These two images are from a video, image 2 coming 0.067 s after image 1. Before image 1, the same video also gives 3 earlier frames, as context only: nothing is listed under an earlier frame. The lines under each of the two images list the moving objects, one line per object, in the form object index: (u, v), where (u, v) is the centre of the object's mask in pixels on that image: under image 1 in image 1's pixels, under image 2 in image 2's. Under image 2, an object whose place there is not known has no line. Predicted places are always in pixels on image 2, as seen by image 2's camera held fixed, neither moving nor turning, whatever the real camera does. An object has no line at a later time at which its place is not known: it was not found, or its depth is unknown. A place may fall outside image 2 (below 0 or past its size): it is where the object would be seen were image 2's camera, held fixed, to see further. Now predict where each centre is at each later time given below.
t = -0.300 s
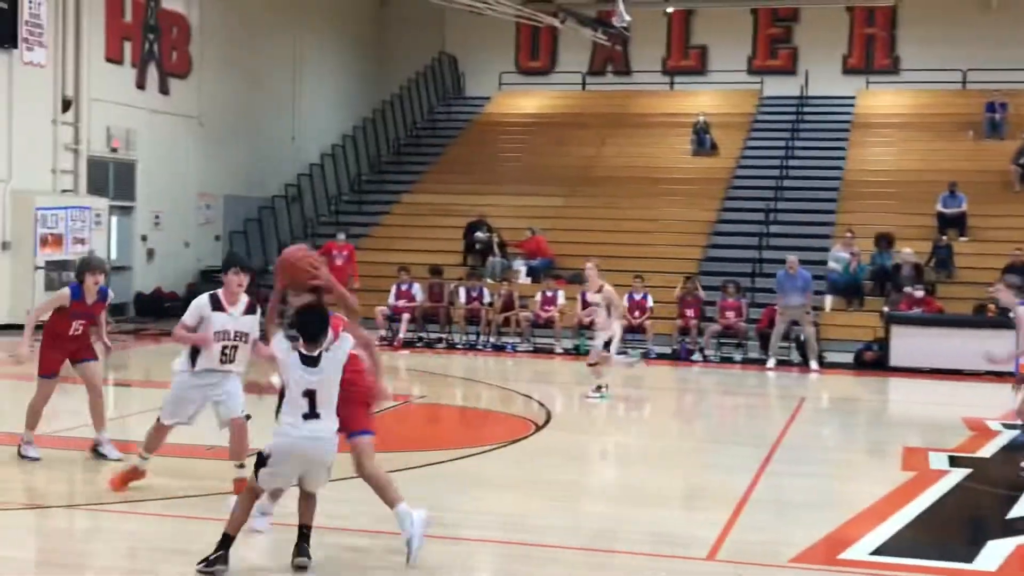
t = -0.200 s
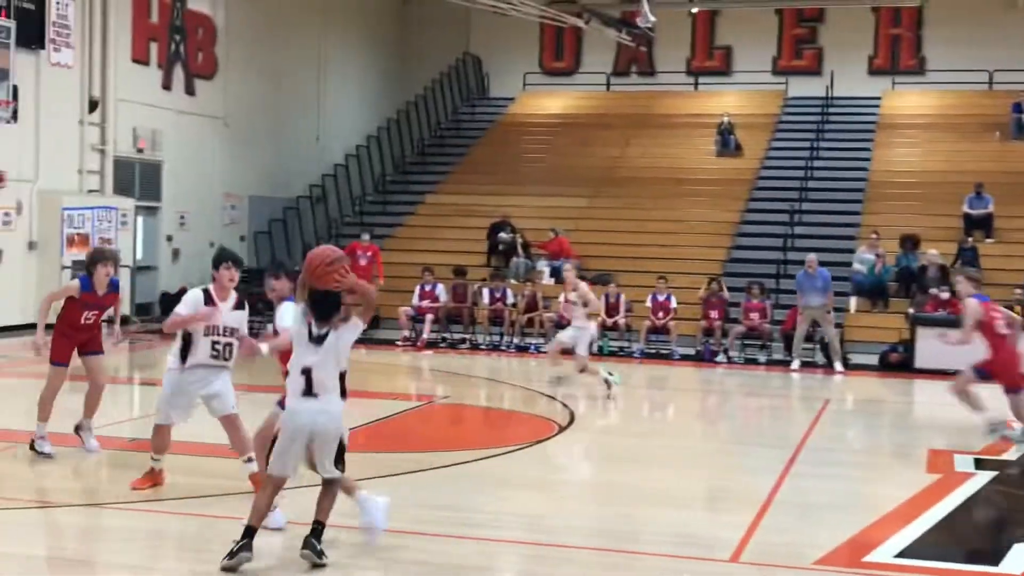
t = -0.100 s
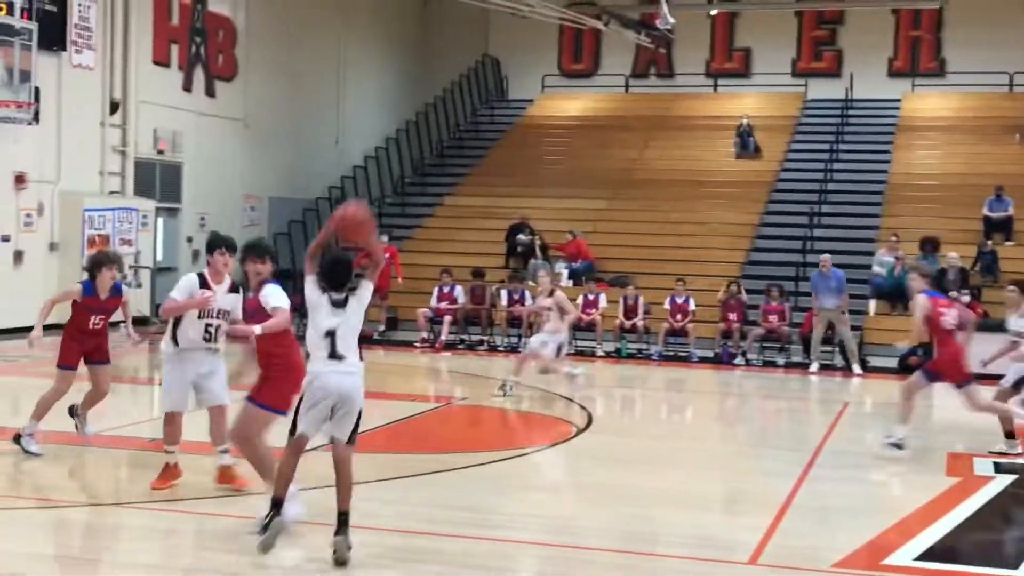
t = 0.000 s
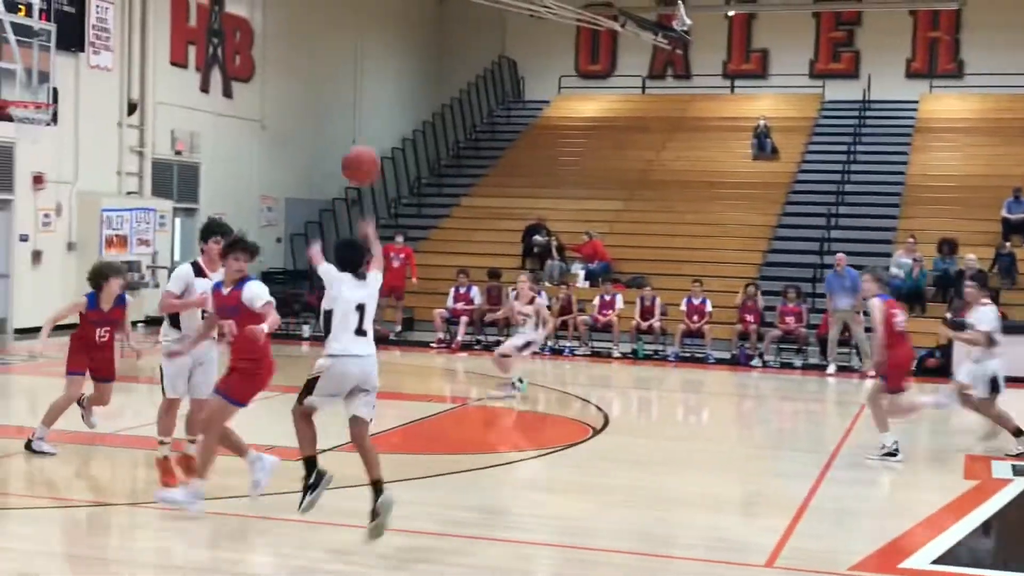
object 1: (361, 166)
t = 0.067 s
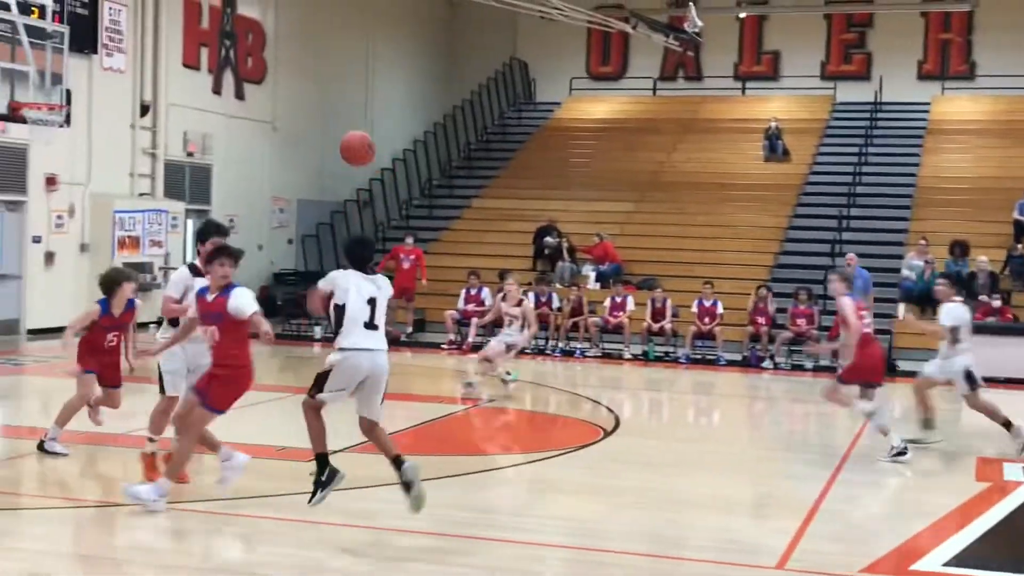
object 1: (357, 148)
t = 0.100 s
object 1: (349, 143)
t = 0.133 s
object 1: (341, 139)
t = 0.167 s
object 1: (335, 138)
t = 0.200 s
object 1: (329, 137)
